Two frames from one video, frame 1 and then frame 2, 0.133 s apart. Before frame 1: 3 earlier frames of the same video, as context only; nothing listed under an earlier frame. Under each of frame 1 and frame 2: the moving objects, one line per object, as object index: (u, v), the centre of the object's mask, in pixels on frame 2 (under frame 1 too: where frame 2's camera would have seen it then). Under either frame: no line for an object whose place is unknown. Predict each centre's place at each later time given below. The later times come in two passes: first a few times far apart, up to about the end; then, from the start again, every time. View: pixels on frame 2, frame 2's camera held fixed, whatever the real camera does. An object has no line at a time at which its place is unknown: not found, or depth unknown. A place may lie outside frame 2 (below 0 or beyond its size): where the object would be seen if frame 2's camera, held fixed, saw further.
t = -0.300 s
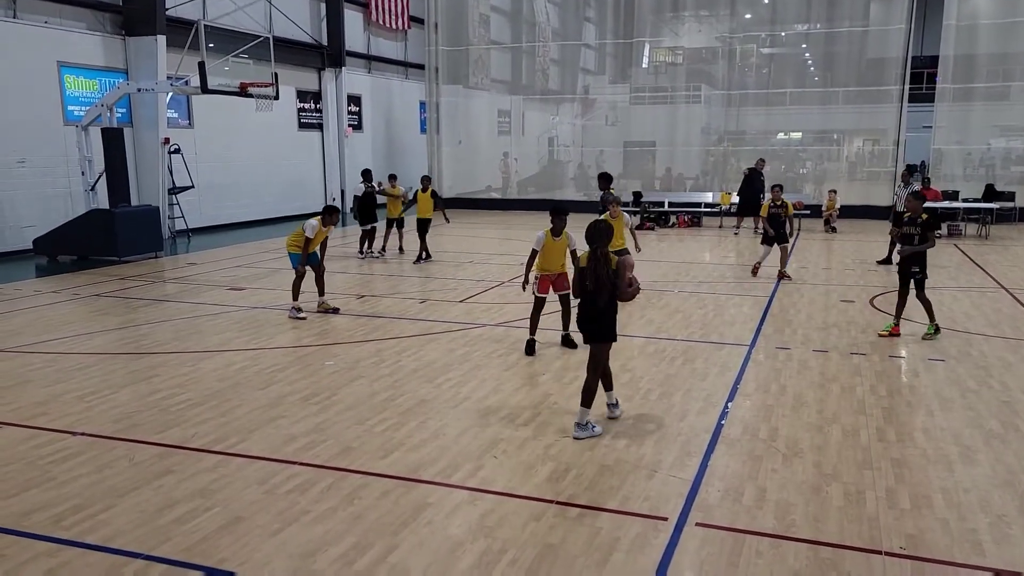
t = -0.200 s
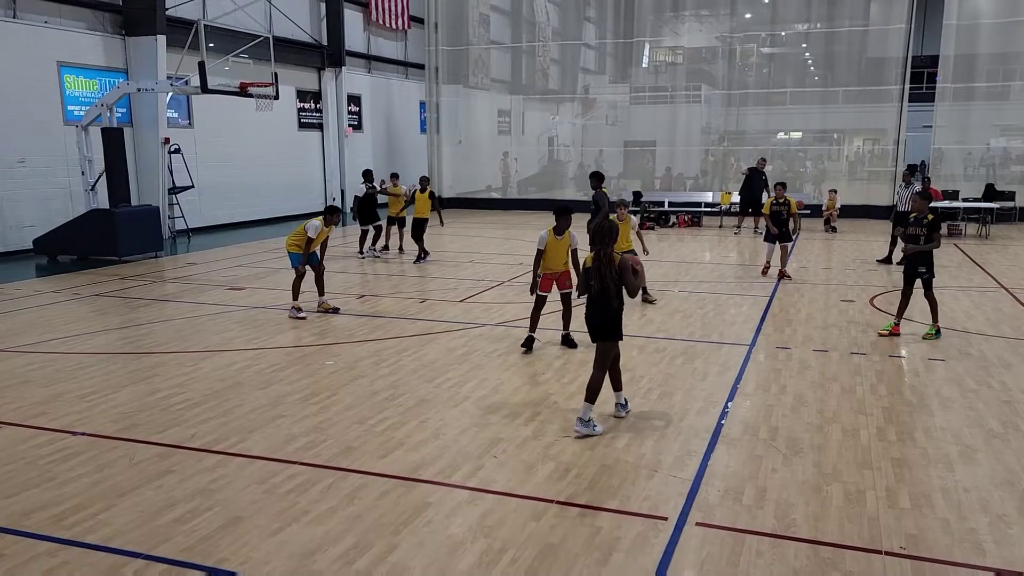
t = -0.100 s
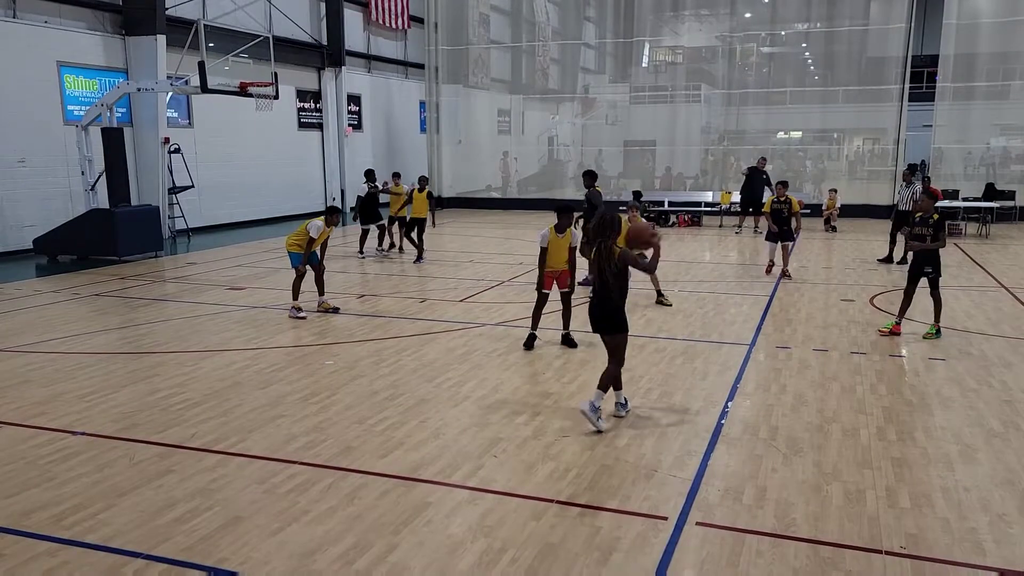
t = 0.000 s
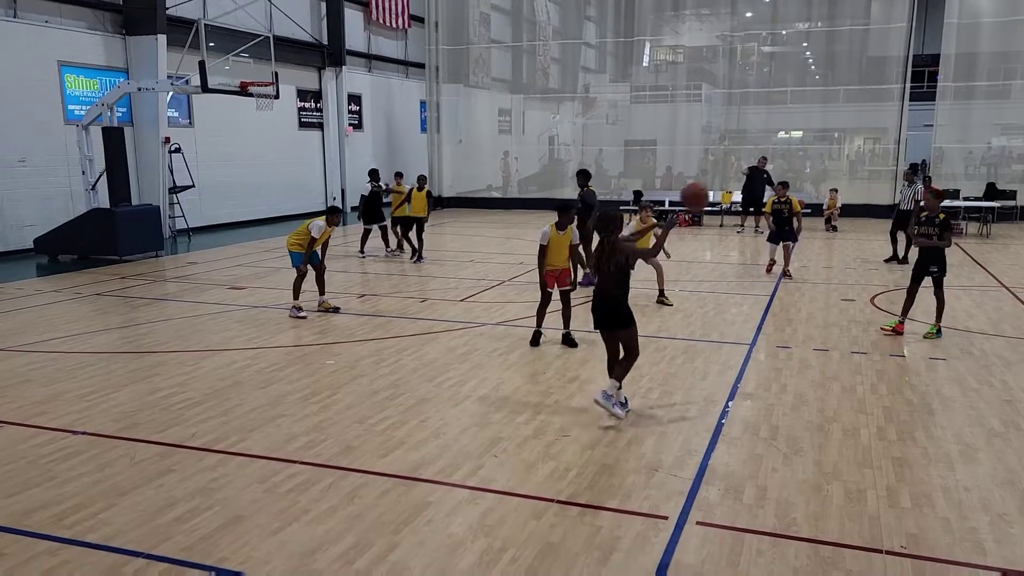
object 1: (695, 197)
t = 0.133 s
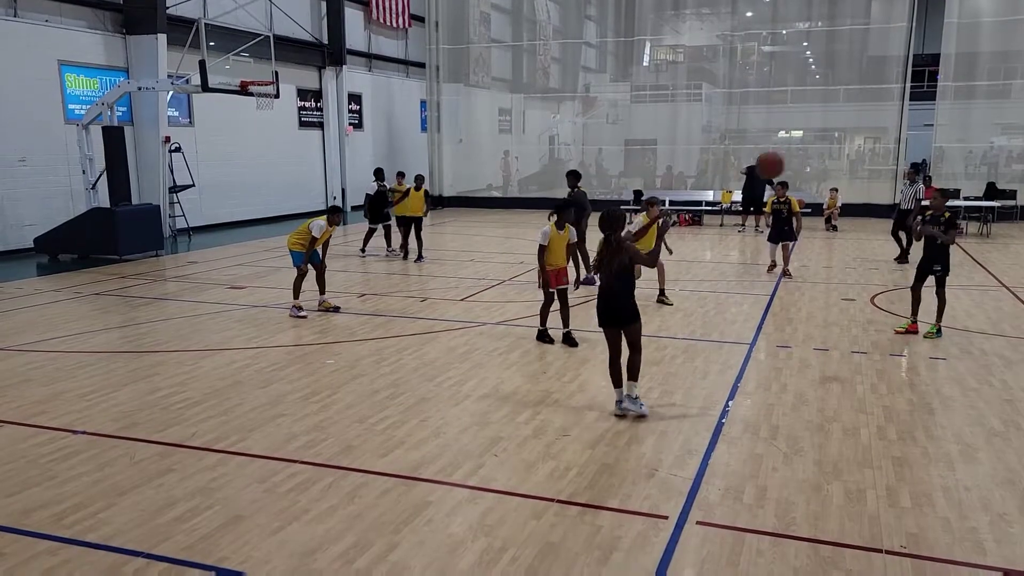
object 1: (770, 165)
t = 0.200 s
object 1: (801, 159)
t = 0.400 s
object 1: (891, 166)
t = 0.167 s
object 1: (787, 161)
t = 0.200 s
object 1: (801, 159)
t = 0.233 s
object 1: (817, 157)
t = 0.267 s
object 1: (833, 157)
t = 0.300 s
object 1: (849, 158)
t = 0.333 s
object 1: (863, 160)
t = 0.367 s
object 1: (878, 163)
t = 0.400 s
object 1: (891, 166)
